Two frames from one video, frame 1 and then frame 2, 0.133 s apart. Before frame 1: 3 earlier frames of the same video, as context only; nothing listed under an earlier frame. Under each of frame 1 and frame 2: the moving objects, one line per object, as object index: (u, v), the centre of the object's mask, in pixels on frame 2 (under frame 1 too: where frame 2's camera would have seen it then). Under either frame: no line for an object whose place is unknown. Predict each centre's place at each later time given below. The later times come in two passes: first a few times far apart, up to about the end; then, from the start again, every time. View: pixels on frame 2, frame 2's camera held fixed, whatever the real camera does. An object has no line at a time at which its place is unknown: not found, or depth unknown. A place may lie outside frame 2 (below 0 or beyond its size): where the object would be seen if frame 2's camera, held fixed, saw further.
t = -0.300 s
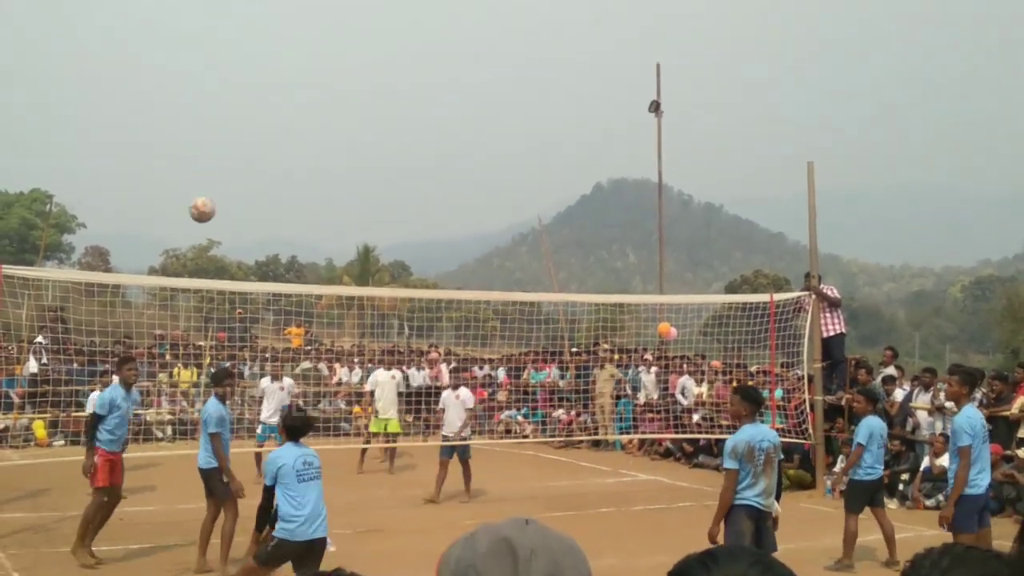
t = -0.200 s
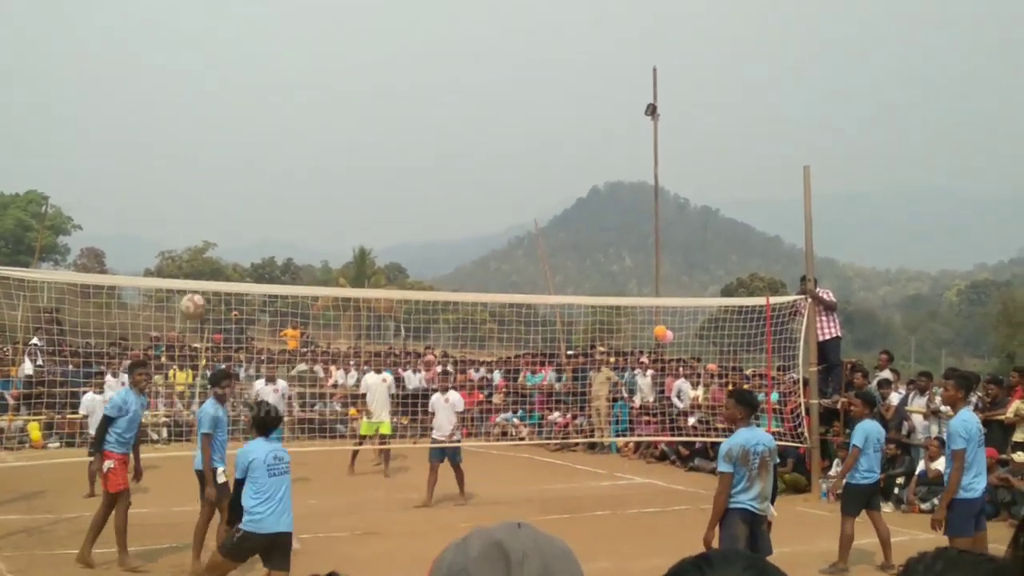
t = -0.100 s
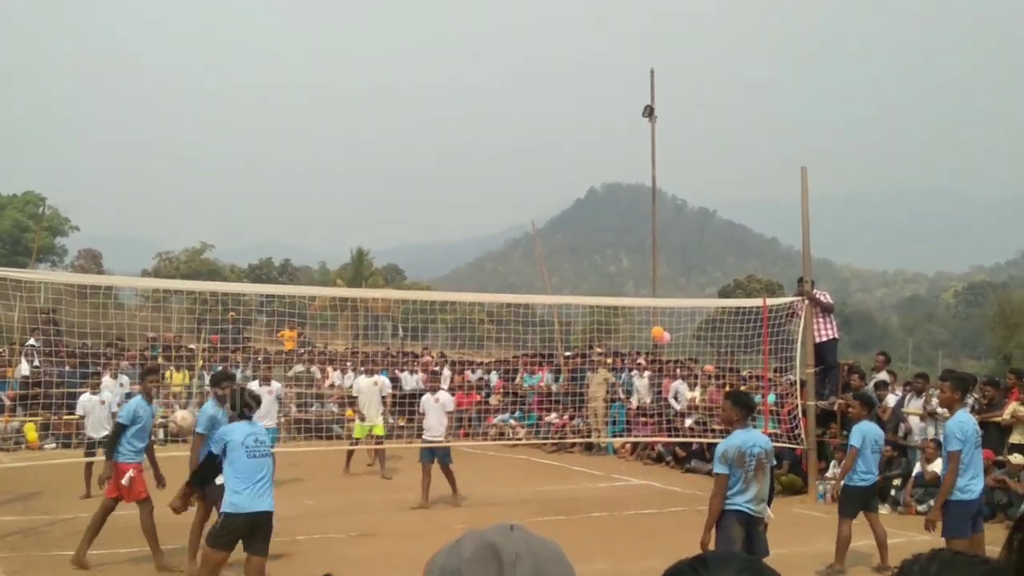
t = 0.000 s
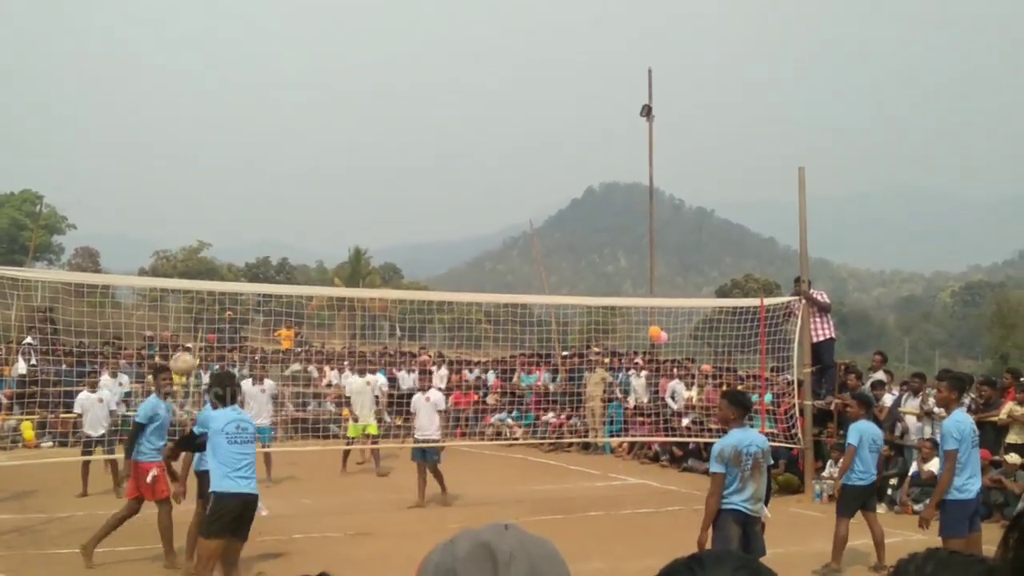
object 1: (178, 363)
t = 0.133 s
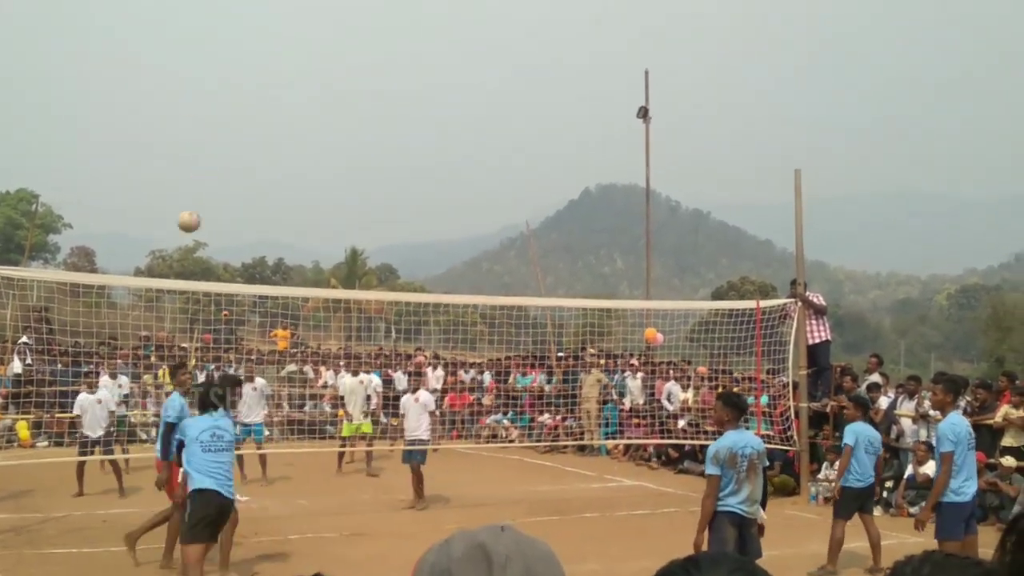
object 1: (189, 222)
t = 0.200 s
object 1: (193, 167)
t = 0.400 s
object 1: (201, 58)
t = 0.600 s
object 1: (207, 11)
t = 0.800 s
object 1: (211, 9)
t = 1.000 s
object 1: (214, 40)
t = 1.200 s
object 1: (217, 98)
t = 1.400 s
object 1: (221, 178)
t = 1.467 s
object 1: (221, 209)
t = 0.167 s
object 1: (191, 193)
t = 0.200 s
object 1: (193, 167)
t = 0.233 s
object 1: (195, 144)
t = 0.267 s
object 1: (196, 124)
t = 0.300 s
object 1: (197, 105)
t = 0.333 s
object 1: (198, 87)
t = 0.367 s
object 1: (199, 72)
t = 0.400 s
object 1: (201, 58)
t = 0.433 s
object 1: (202, 46)
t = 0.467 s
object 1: (203, 36)
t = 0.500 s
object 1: (204, 29)
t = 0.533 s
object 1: (206, 21)
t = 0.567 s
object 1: (206, 15)
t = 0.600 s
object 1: (207, 11)
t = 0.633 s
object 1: (208, 8)
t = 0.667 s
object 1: (209, 6)
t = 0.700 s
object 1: (210, 5)
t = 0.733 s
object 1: (211, 5)
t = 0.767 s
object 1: (211, 7)
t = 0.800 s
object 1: (211, 9)
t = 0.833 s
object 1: (212, 11)
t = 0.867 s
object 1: (213, 16)
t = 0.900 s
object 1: (213, 21)
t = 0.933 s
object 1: (213, 26)
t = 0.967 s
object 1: (214, 33)
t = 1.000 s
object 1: (214, 40)
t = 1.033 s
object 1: (215, 49)
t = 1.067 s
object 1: (216, 58)
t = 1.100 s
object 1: (216, 67)
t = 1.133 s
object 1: (217, 77)
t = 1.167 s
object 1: (217, 87)
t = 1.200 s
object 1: (217, 98)
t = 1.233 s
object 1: (218, 110)
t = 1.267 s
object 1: (219, 123)
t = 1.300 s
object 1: (219, 136)
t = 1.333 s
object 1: (220, 150)
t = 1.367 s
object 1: (221, 164)
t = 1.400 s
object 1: (221, 178)
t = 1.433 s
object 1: (221, 193)
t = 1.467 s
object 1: (221, 209)
